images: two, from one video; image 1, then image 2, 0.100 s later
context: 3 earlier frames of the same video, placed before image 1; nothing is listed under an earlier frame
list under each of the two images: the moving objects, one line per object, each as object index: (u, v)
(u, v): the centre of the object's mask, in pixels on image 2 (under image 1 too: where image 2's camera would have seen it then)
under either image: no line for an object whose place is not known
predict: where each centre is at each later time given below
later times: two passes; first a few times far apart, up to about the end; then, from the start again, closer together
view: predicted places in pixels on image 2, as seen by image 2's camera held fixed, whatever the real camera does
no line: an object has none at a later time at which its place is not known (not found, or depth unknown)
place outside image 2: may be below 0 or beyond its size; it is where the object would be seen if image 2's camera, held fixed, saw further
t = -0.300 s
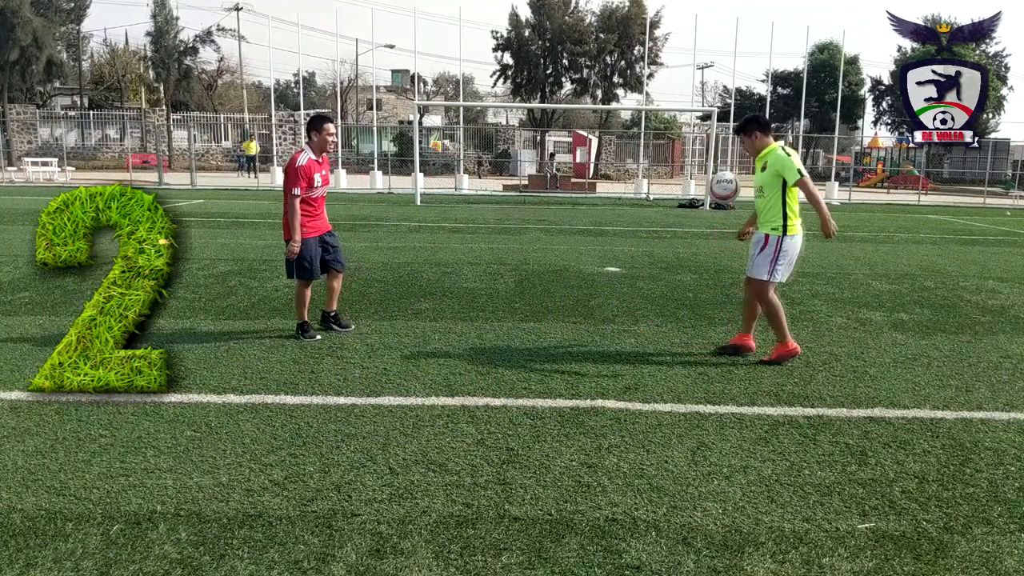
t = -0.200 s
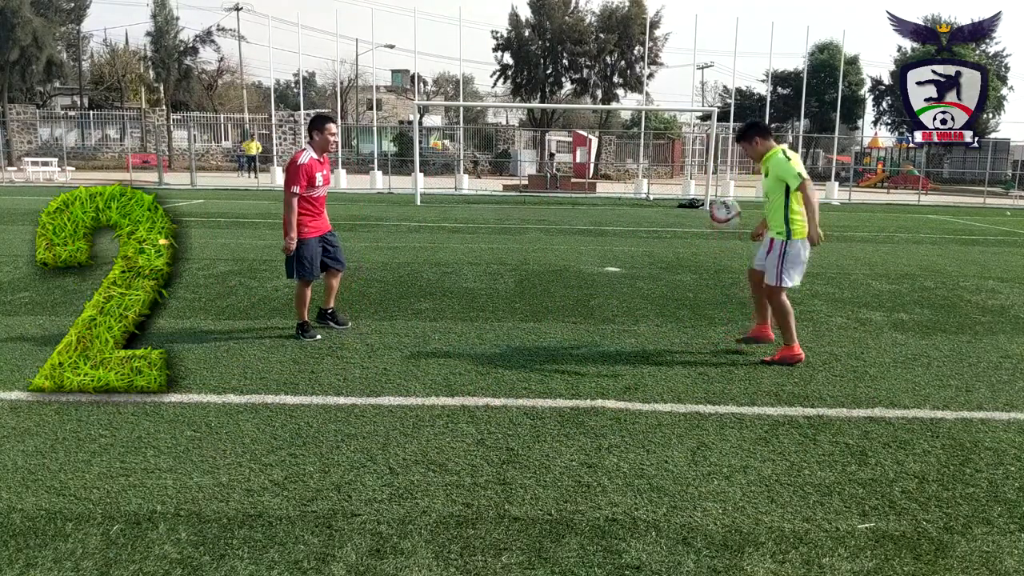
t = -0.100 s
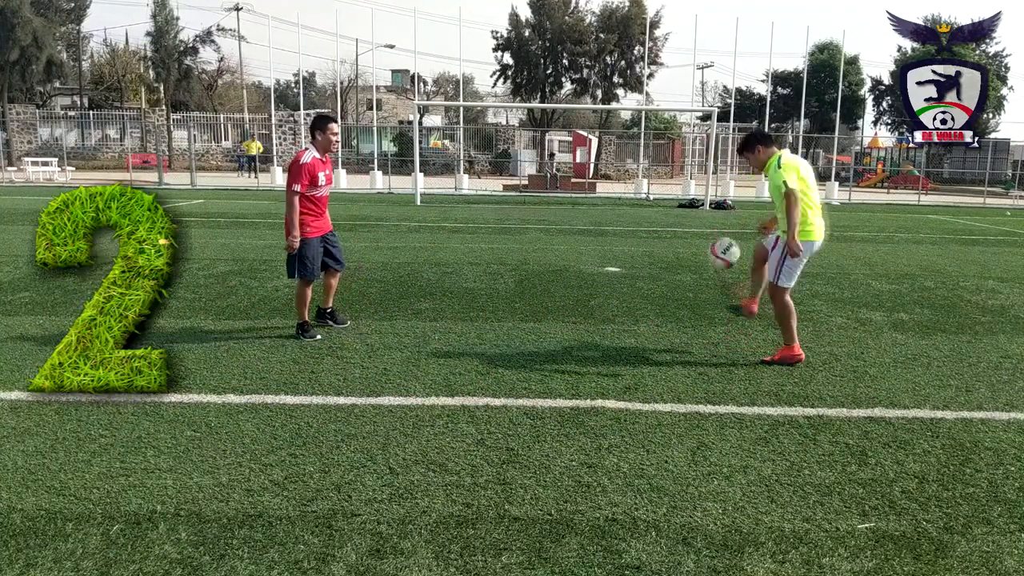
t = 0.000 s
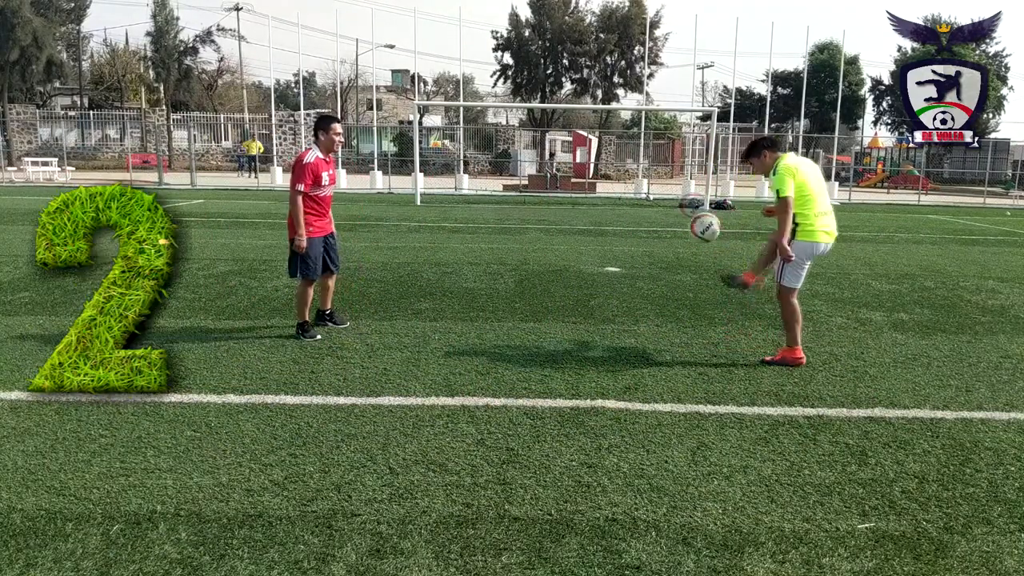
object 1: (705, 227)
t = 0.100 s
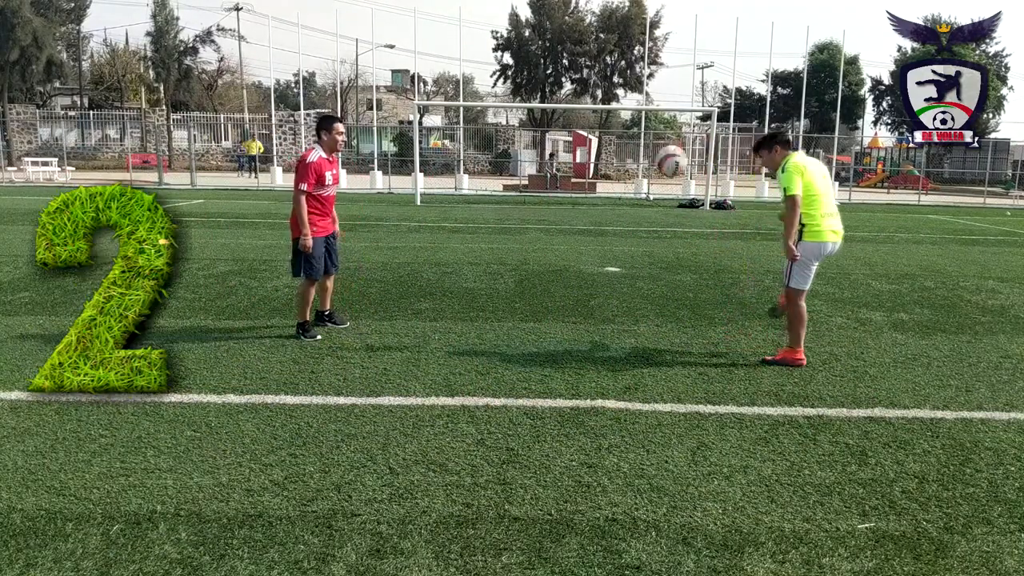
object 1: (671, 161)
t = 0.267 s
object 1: (614, 77)
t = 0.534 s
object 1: (516, 20)
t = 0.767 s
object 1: (430, 57)
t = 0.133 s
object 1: (660, 141)
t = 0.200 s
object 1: (636, 106)
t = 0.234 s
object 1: (625, 91)
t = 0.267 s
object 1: (614, 77)
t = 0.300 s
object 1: (601, 63)
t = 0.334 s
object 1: (589, 53)
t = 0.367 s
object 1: (577, 44)
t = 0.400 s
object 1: (565, 35)
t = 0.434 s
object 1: (553, 29)
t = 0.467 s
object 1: (541, 24)
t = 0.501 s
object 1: (527, 20)
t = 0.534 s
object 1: (516, 20)
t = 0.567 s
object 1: (503, 21)
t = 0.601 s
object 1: (489, 23)
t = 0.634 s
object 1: (476, 26)
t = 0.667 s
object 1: (467, 30)
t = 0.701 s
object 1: (454, 38)
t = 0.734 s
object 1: (441, 47)
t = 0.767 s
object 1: (430, 57)
